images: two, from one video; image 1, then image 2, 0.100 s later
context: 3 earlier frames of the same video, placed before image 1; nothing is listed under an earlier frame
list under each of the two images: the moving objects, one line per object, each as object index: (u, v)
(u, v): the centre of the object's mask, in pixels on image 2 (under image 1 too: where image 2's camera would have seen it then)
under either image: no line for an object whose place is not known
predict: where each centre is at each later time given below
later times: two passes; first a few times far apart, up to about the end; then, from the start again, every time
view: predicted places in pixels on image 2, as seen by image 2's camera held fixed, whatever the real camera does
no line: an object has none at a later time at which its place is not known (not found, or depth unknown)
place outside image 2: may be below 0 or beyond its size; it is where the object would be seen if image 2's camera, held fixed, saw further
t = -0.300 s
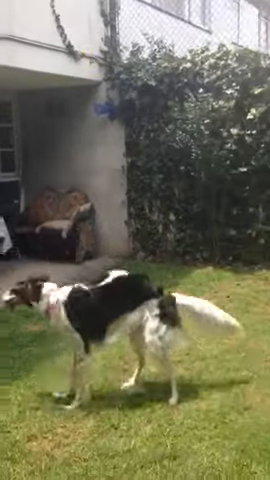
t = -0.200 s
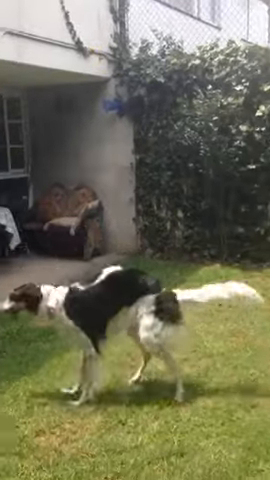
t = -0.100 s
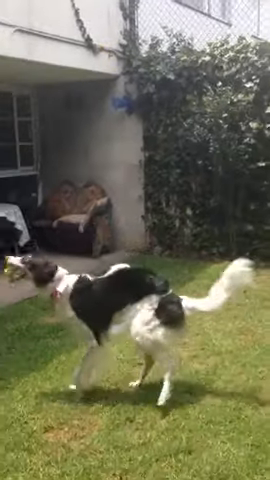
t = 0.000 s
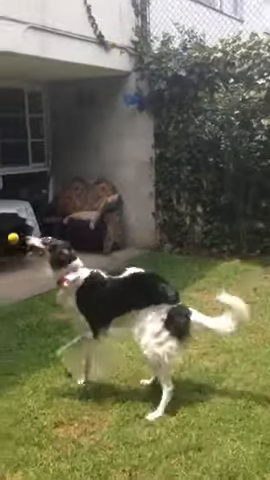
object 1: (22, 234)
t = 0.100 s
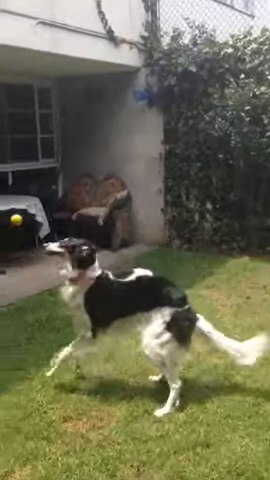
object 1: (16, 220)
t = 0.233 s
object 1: (9, 226)
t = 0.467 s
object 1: (3, 307)
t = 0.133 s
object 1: (14, 218)
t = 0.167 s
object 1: (12, 219)
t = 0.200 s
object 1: (10, 222)
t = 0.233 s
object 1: (9, 226)
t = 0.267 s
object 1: (8, 233)
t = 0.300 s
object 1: (6, 241)
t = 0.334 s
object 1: (5, 251)
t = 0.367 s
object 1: (5, 261)
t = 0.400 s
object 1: (4, 275)
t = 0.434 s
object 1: (4, 290)
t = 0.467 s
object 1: (3, 307)
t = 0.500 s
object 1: (3, 326)
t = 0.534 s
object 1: (3, 346)
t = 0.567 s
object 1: (3, 367)
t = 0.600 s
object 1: (2, 391)
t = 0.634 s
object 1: (2, 392)
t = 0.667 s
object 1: (3, 383)
